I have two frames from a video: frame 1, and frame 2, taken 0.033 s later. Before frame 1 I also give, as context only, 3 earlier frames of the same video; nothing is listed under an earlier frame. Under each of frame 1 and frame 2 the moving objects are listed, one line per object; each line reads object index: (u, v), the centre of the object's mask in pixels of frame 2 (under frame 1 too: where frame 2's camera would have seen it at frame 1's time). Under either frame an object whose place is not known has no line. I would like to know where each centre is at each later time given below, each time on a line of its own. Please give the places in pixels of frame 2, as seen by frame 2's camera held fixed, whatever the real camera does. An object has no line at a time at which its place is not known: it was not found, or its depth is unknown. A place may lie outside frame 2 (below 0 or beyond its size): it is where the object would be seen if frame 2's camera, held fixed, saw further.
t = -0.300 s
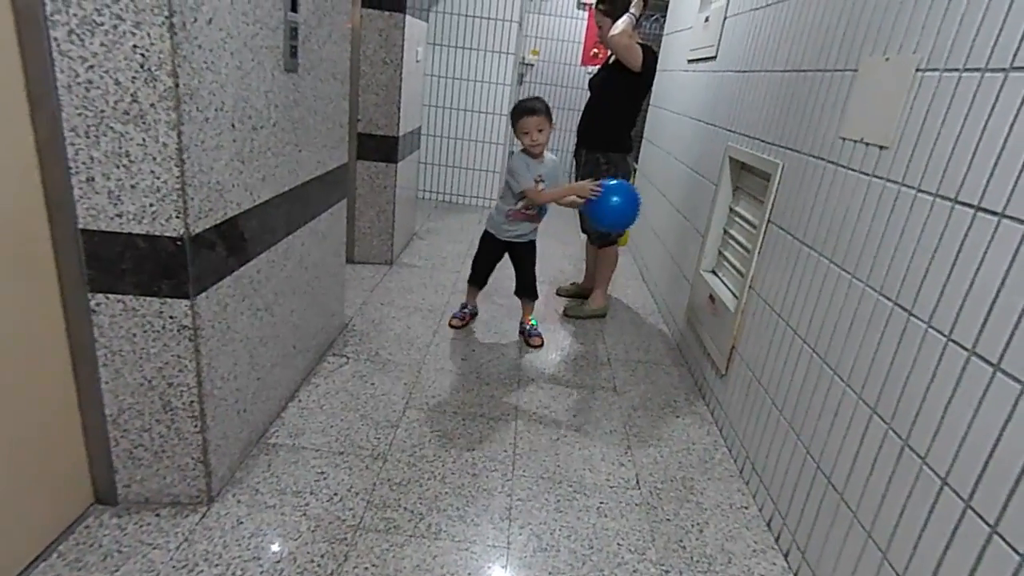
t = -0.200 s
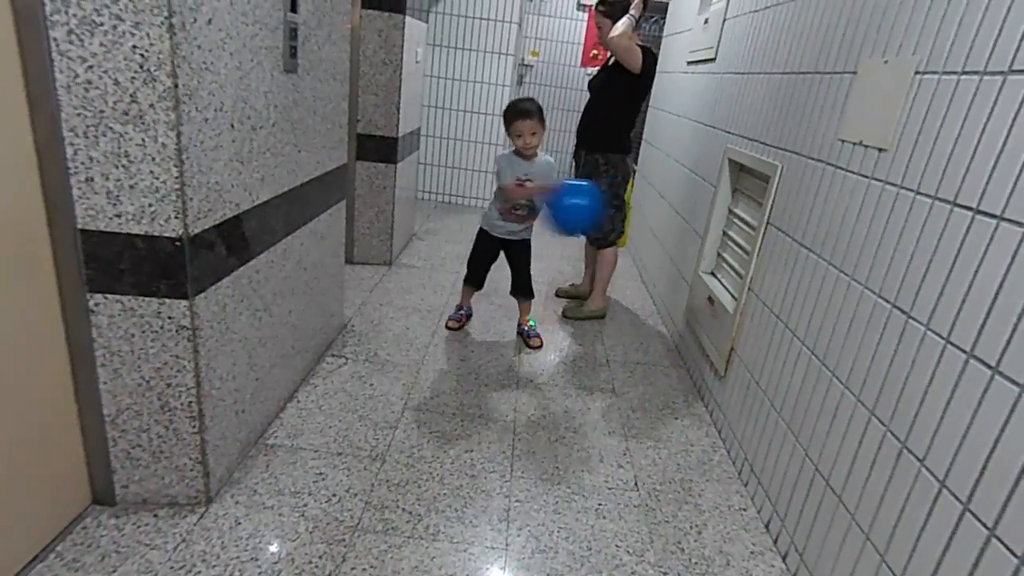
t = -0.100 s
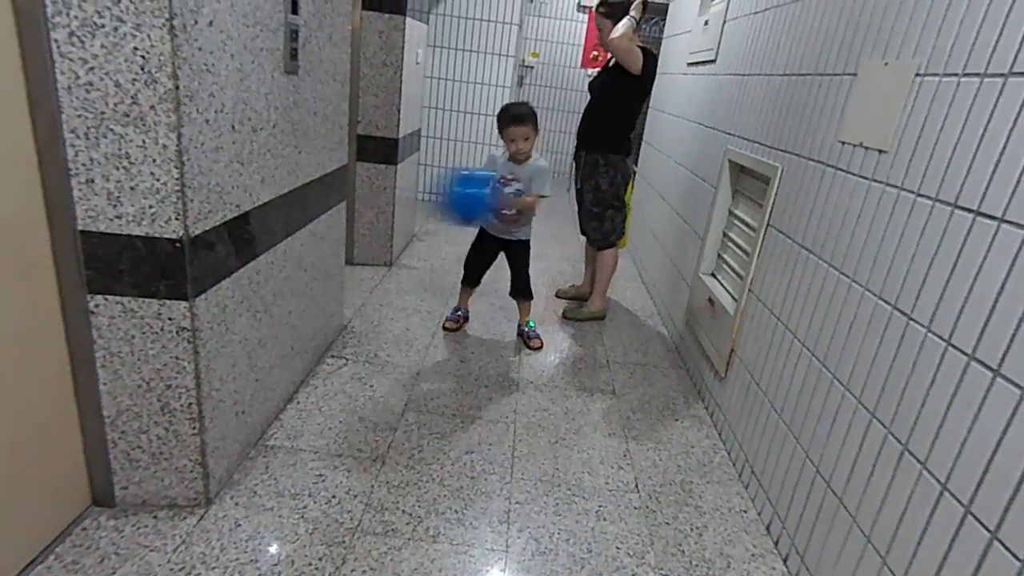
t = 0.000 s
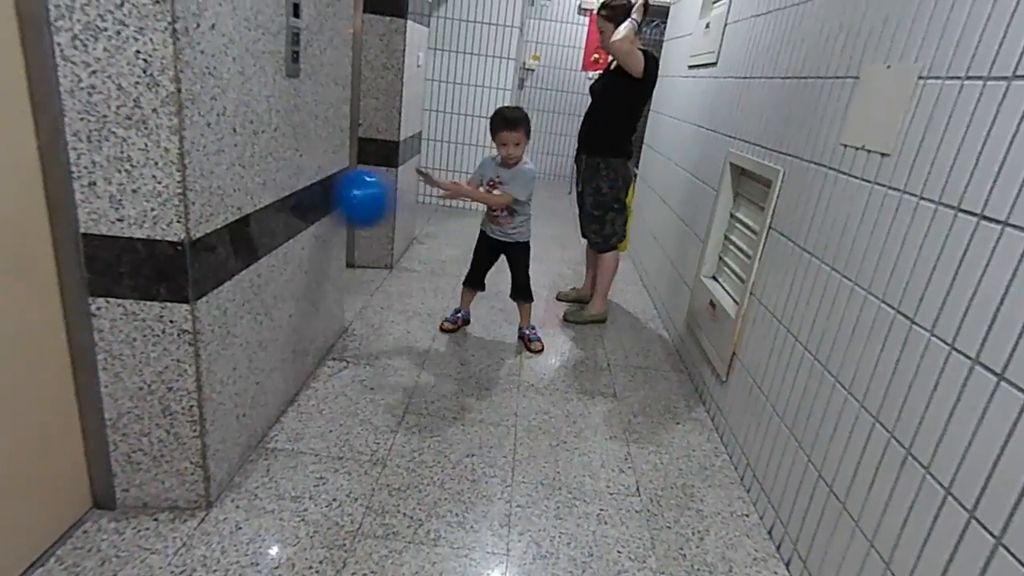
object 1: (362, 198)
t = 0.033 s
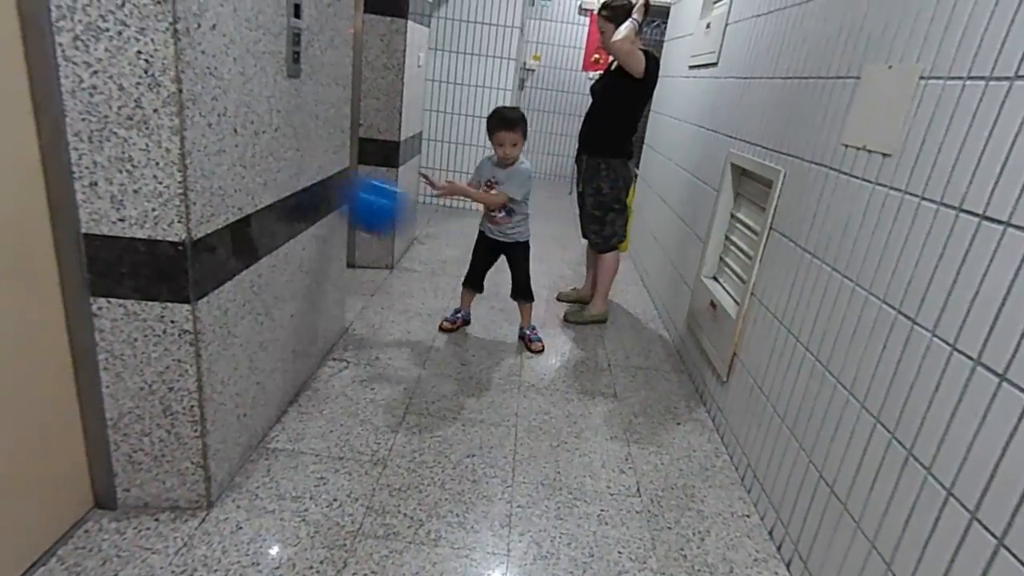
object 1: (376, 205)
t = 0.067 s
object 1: (408, 218)
